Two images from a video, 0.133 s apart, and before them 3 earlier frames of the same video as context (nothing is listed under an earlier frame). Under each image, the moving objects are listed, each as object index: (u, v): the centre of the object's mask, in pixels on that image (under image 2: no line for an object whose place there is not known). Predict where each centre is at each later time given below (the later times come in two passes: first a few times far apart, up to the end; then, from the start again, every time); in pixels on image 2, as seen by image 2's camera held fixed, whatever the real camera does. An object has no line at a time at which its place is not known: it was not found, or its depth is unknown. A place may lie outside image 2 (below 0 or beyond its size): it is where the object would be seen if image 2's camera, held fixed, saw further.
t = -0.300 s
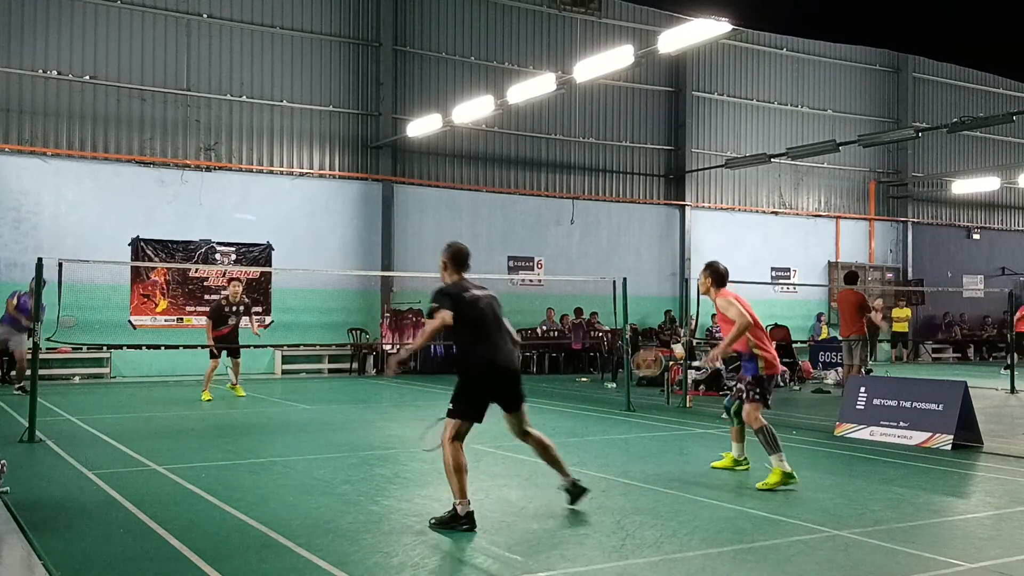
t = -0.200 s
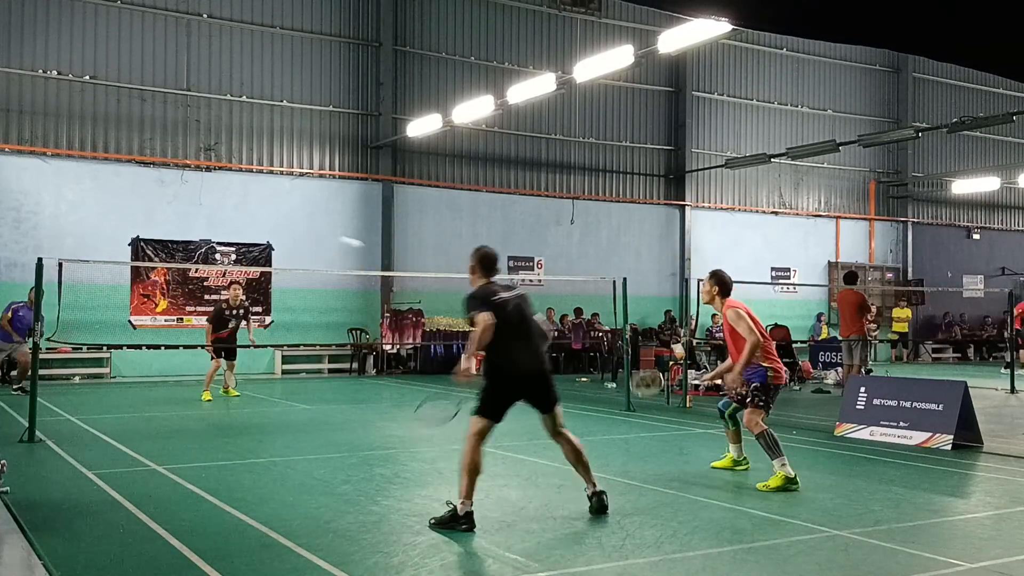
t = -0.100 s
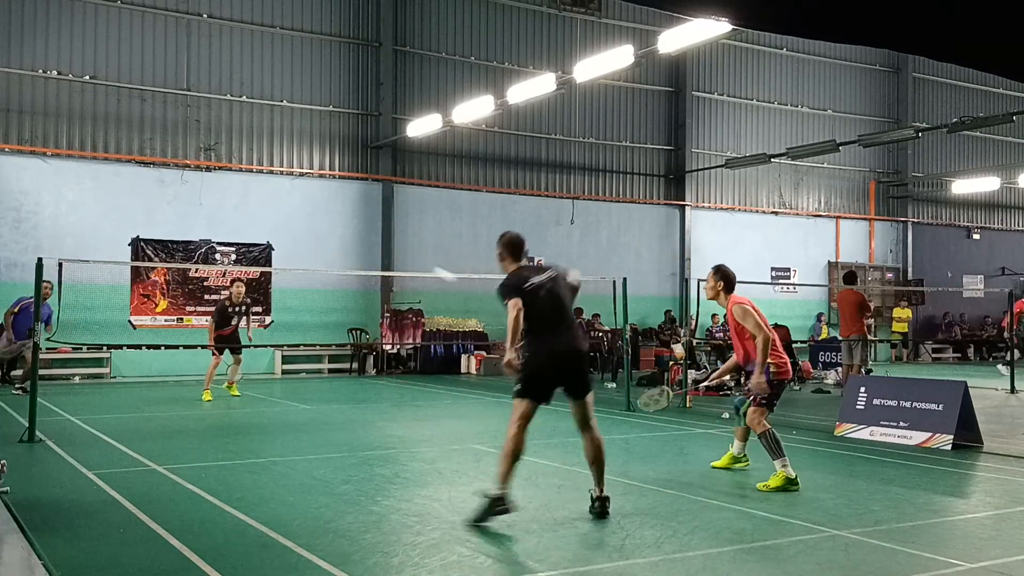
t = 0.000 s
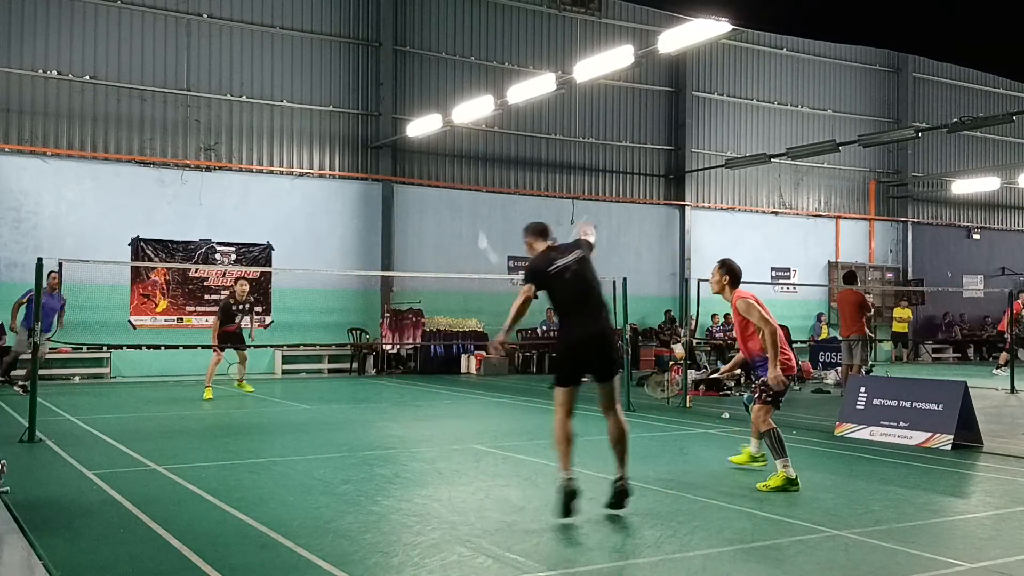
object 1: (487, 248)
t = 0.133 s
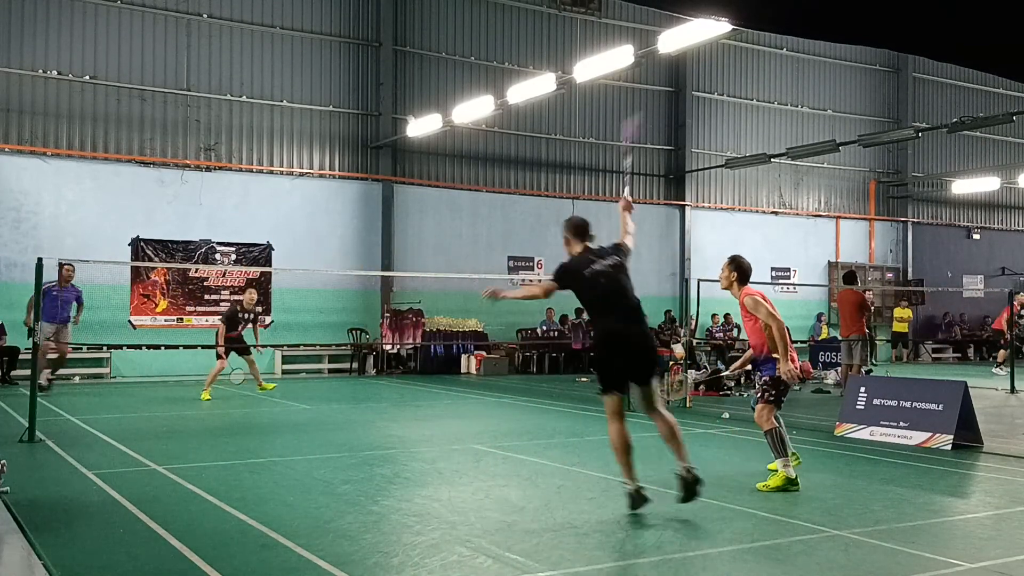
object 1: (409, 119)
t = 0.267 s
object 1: (381, 83)
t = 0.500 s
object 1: (352, 75)
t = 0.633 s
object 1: (343, 89)
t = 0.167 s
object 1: (402, 108)
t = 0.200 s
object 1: (394, 97)
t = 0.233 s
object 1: (387, 89)
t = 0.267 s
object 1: (381, 83)
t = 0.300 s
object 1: (375, 78)
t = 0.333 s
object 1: (370, 75)
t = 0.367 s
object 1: (366, 74)
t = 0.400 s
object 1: (362, 72)
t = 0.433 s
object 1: (358, 73)
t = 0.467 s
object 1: (356, 74)
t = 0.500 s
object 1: (352, 75)
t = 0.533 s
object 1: (349, 77)
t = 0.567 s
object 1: (347, 80)
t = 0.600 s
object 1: (345, 84)
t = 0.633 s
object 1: (343, 89)
